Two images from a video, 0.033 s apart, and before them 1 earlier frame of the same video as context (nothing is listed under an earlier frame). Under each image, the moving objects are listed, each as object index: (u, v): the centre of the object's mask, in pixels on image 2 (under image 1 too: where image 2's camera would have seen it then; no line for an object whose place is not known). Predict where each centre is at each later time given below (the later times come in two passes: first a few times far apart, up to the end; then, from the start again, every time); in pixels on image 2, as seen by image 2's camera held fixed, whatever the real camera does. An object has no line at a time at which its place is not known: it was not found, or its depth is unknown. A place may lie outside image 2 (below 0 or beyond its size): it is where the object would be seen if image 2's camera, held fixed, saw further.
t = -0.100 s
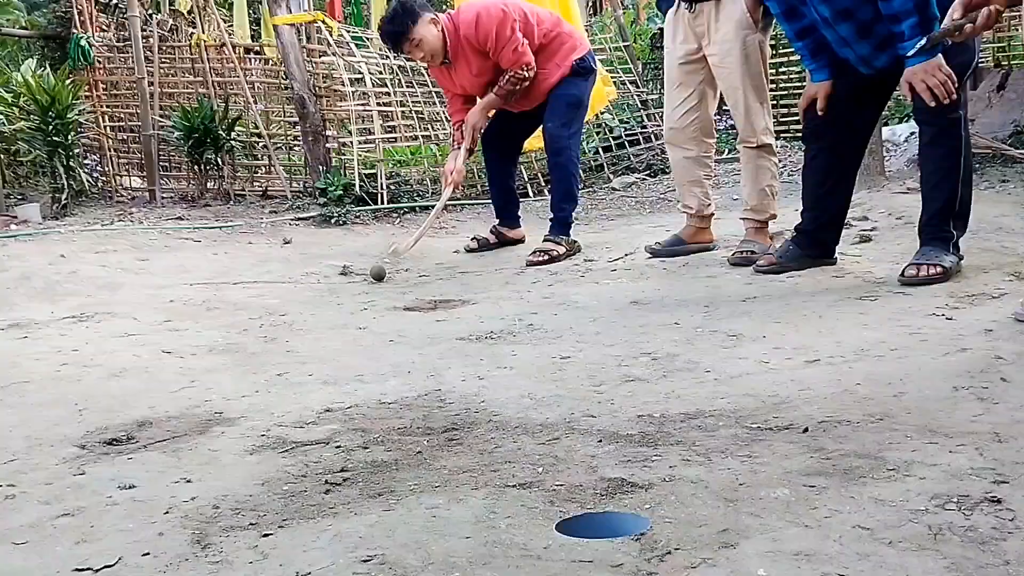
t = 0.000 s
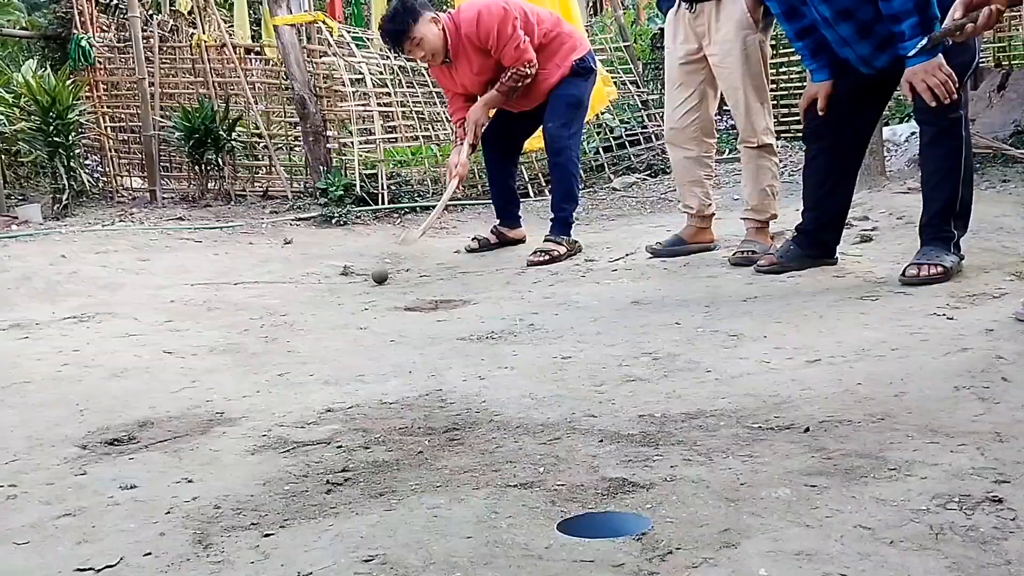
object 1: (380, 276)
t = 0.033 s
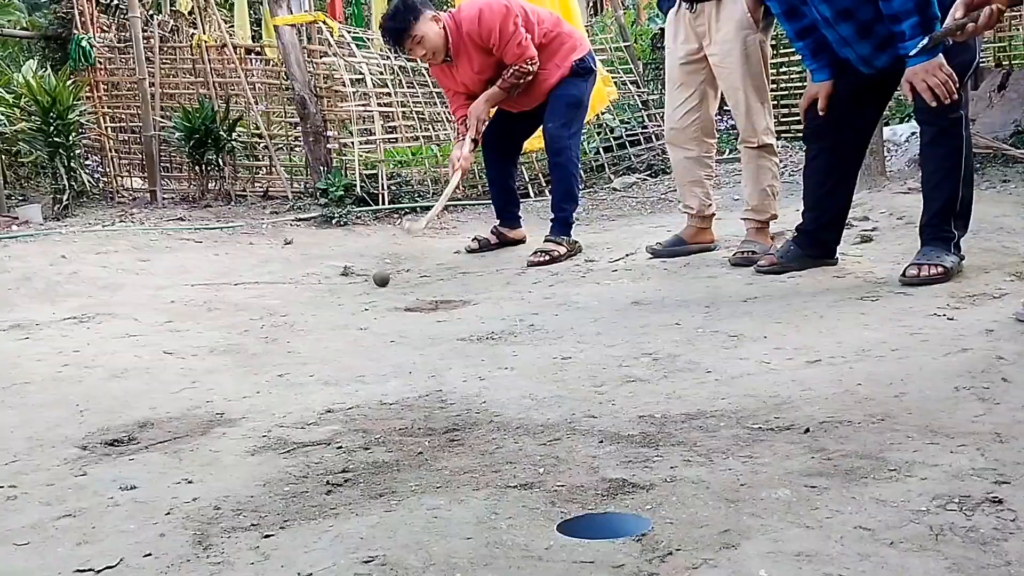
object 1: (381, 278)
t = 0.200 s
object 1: (388, 288)
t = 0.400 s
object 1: (403, 303)
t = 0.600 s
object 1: (419, 324)
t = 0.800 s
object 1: (434, 341)
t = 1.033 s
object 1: (443, 381)
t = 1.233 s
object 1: (424, 415)
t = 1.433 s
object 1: (390, 458)
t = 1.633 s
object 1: (340, 503)
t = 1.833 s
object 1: (267, 557)
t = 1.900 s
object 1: (237, 569)
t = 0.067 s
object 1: (382, 279)
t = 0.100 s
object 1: (383, 282)
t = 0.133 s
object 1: (384, 283)
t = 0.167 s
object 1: (386, 287)
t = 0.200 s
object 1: (388, 288)
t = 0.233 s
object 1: (390, 292)
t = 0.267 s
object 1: (392, 294)
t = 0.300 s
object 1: (394, 294)
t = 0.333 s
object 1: (397, 299)
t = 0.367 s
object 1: (400, 302)
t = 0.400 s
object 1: (403, 303)
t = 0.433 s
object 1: (406, 307)
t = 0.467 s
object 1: (409, 313)
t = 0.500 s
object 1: (412, 317)
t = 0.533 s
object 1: (414, 319)
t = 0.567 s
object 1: (416, 322)
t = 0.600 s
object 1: (419, 324)
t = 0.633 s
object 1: (421, 326)
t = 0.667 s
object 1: (424, 330)
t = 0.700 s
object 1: (426, 332)
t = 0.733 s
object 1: (429, 337)
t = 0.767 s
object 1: (432, 338)
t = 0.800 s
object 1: (434, 341)
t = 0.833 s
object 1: (436, 351)
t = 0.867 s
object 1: (438, 355)
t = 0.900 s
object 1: (440, 361)
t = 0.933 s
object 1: (441, 366)
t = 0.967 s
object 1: (443, 372)
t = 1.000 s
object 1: (443, 376)
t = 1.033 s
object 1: (443, 381)
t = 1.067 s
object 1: (442, 385)
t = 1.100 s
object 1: (438, 382)
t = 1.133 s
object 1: (434, 383)
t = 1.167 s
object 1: (431, 392)
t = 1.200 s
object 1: (428, 411)
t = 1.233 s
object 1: (424, 415)
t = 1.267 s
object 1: (419, 421)
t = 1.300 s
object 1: (415, 429)
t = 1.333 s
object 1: (410, 436)
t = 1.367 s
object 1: (404, 446)
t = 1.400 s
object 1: (397, 451)
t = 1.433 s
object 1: (390, 458)
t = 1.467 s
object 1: (383, 467)
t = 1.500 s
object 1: (375, 472)
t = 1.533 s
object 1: (367, 480)
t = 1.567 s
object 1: (358, 488)
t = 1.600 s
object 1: (350, 496)
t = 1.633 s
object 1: (340, 503)
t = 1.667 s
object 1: (330, 511)
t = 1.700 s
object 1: (320, 521)
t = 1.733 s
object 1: (307, 530)
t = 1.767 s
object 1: (294, 540)
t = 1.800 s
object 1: (281, 549)
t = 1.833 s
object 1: (267, 557)
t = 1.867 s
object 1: (252, 562)
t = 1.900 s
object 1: (237, 569)
